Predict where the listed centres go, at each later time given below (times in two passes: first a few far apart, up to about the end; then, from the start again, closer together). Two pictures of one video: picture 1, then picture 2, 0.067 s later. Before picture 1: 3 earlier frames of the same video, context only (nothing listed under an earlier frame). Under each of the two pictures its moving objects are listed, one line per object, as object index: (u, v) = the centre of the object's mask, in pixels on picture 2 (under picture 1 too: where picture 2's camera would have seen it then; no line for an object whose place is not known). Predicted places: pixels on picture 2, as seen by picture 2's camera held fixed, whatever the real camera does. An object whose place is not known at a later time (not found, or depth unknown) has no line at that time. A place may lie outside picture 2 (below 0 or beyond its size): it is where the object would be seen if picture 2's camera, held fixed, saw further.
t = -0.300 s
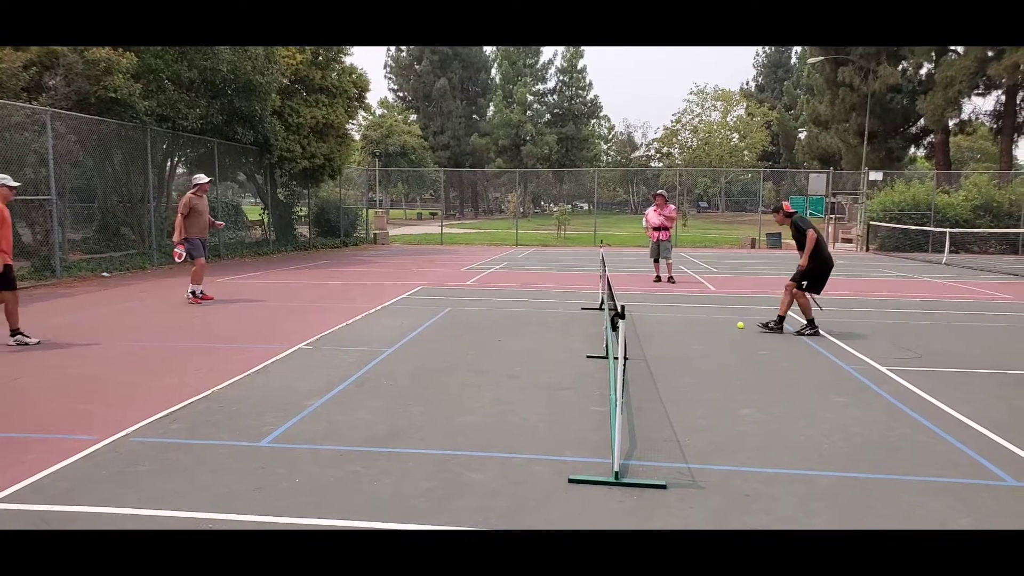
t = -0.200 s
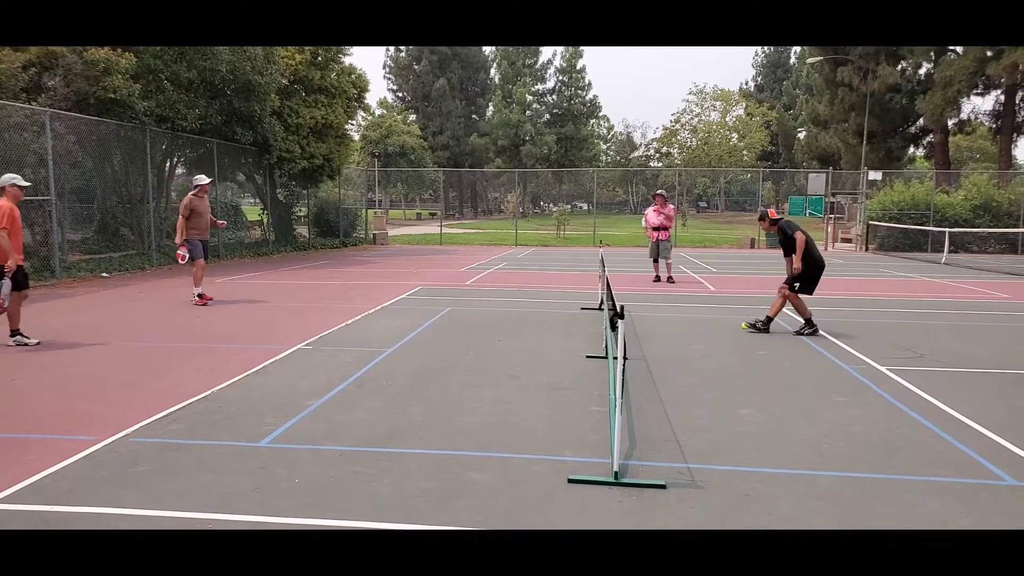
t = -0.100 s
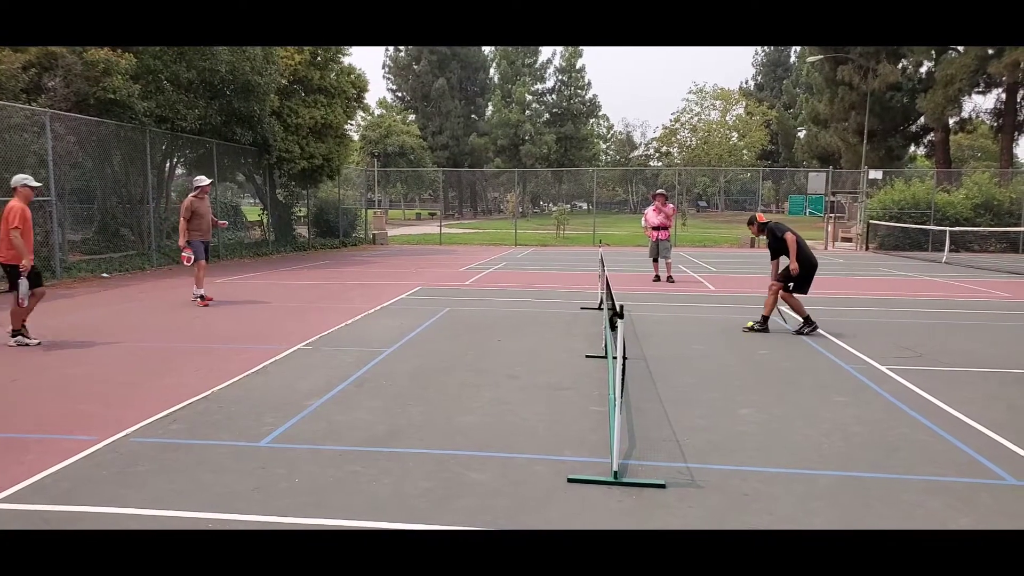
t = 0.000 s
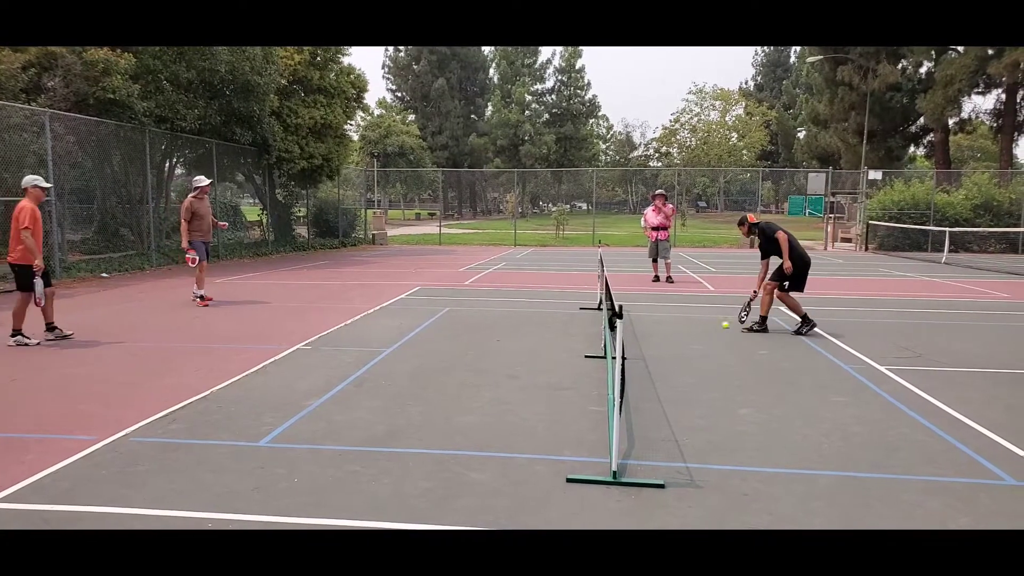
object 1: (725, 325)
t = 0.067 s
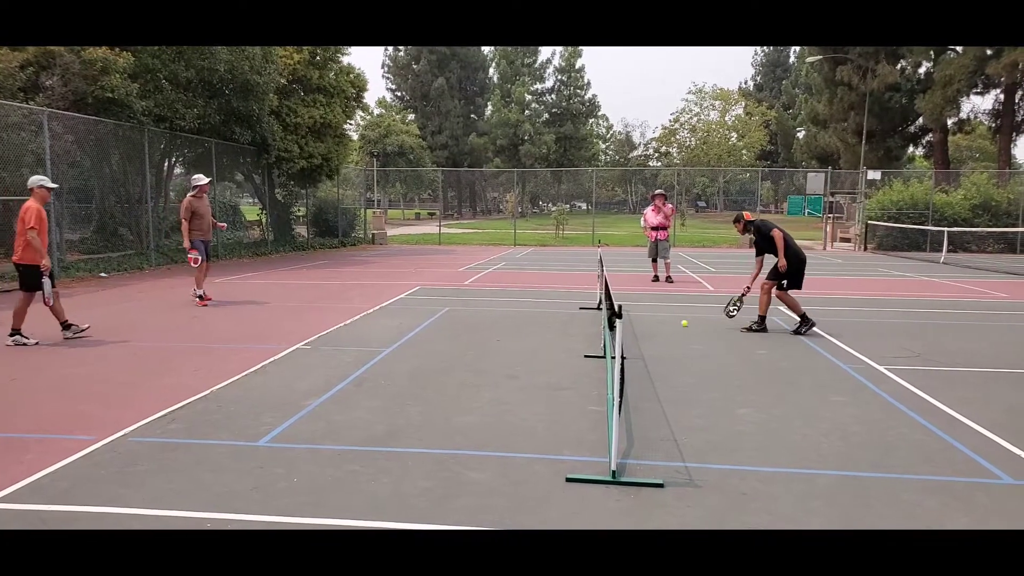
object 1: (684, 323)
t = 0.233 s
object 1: (598, 321)
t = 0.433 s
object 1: (517, 320)
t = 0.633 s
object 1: (455, 319)
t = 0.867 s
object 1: (387, 319)
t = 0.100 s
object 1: (665, 323)
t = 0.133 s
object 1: (647, 323)
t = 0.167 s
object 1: (629, 322)
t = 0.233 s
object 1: (598, 321)
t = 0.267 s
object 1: (582, 321)
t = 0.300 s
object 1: (567, 321)
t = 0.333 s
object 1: (553, 321)
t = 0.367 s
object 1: (541, 320)
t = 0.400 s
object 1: (528, 320)
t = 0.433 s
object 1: (517, 320)
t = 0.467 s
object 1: (506, 320)
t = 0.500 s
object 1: (495, 320)
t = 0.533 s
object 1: (485, 319)
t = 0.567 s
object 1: (475, 319)
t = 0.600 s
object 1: (465, 319)
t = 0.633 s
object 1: (455, 319)
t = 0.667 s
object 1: (445, 319)
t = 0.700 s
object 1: (435, 319)
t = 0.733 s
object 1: (425, 319)
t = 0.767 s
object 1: (416, 319)
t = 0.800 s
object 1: (406, 319)
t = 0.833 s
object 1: (396, 319)
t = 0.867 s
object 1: (387, 319)
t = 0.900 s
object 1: (377, 319)
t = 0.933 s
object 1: (368, 319)
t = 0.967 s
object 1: (358, 319)
